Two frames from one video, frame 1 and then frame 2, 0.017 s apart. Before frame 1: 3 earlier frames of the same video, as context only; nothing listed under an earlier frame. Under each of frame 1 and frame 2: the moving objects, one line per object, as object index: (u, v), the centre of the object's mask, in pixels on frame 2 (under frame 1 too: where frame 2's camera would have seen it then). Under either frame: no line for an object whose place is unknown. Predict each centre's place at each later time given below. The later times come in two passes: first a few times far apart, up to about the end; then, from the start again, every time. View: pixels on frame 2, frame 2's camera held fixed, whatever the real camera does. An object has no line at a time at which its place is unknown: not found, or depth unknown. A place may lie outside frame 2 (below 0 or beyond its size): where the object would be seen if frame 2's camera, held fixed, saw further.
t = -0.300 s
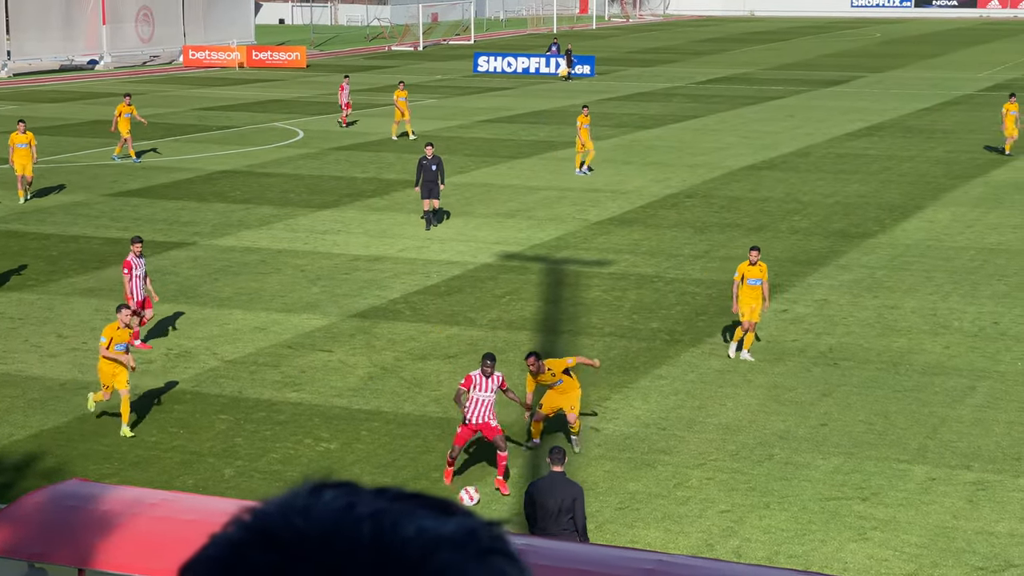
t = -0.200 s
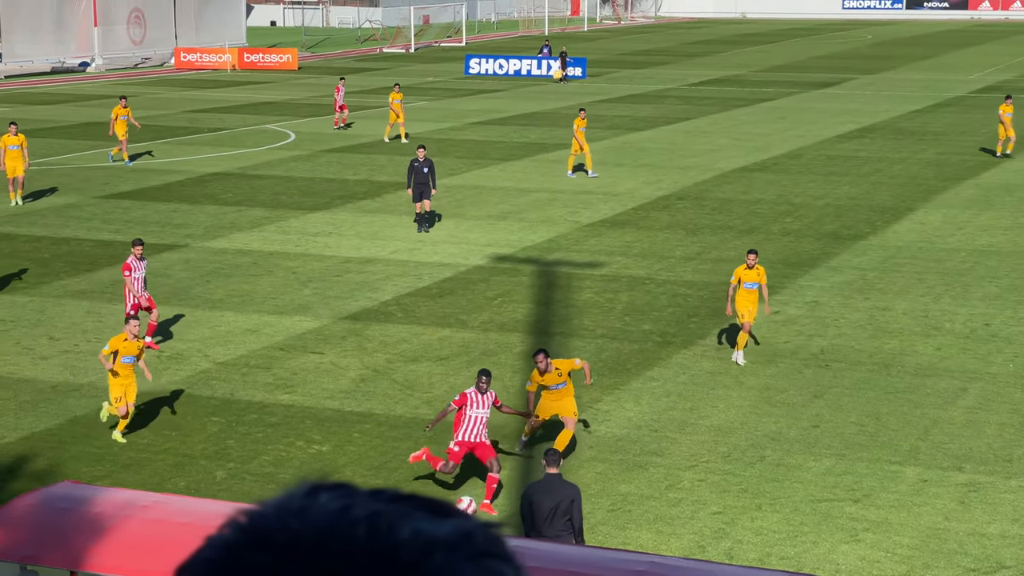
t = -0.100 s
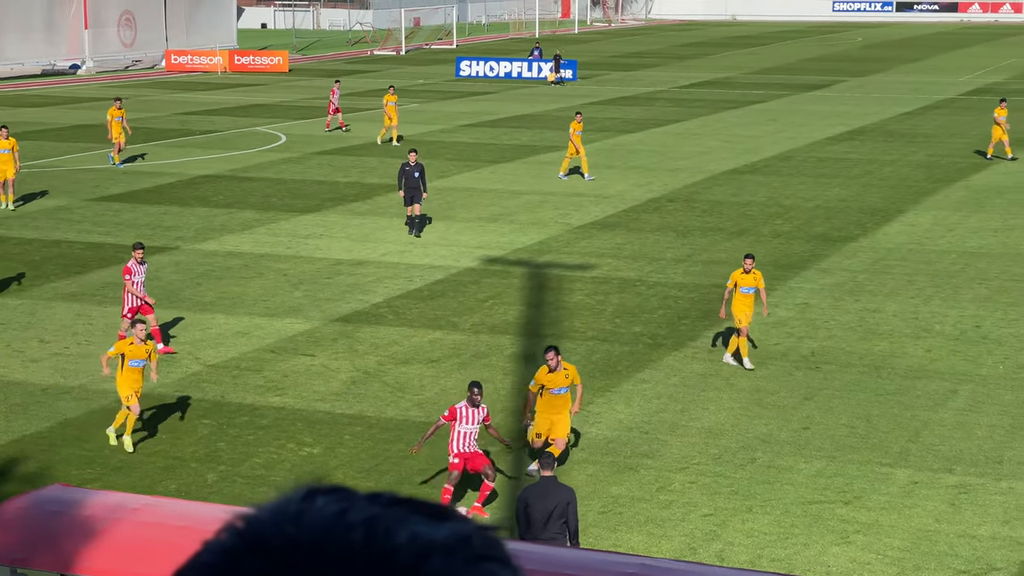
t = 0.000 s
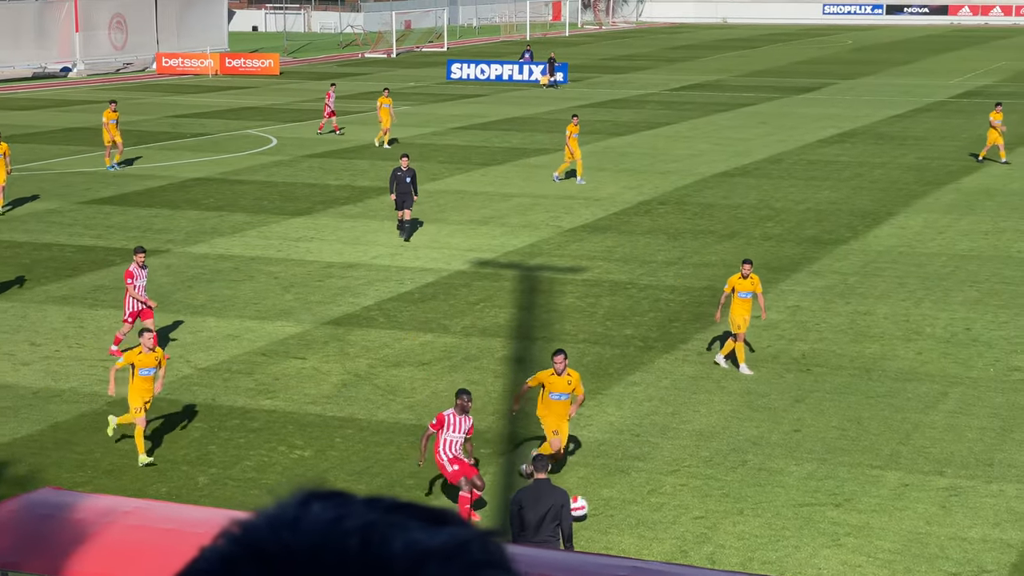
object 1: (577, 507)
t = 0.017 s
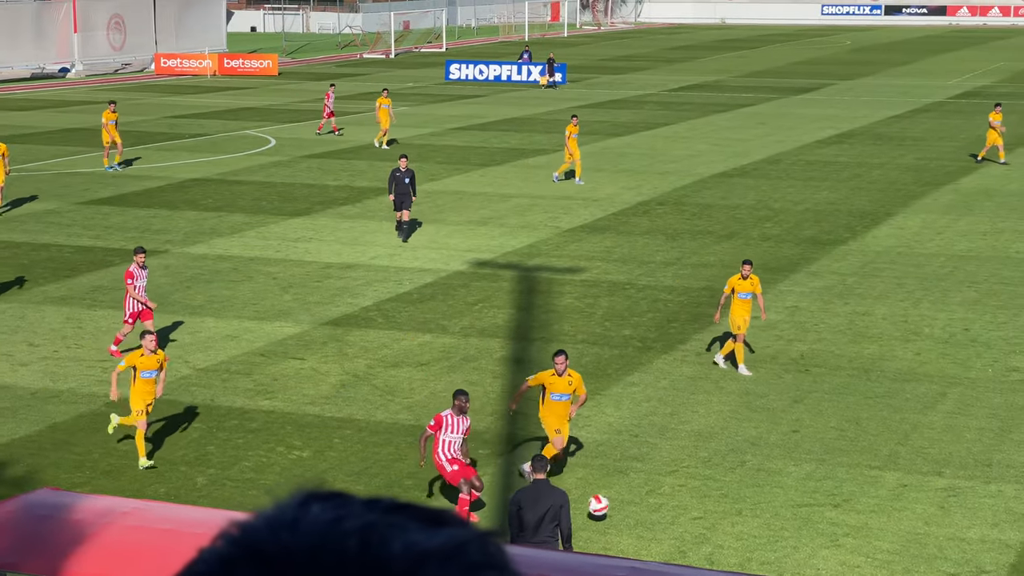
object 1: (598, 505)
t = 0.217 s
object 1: (846, 500)
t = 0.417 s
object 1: (1066, 498)
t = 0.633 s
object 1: (1275, 499)
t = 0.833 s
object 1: (1449, 489)
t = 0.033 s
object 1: (619, 503)
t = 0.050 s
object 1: (641, 502)
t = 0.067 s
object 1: (662, 501)
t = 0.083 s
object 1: (683, 500)
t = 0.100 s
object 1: (704, 499)
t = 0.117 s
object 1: (724, 498)
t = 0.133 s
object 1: (745, 498)
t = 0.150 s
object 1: (765, 498)
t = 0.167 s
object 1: (786, 498)
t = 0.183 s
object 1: (806, 498)
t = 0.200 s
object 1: (826, 499)
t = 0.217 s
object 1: (846, 500)
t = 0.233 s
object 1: (866, 500)
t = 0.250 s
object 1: (885, 501)
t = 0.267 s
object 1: (905, 502)
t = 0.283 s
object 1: (925, 504)
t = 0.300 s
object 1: (944, 505)
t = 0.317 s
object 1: (964, 507)
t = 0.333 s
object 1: (982, 508)
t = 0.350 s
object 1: (998, 506)
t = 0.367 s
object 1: (1016, 503)
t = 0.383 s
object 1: (1033, 501)
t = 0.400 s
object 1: (1049, 499)
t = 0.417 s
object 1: (1066, 498)
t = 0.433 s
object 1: (1083, 496)
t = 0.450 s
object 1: (1099, 495)
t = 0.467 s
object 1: (1116, 494)
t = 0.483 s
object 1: (1133, 493)
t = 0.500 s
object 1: (1150, 493)
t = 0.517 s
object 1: (1166, 493)
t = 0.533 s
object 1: (1183, 494)
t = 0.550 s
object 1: (1198, 494)
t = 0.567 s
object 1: (1213, 494)
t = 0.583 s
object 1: (1228, 495)
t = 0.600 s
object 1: (1243, 496)
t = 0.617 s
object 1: (1258, 498)
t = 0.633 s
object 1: (1275, 499)
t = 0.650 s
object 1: (1291, 501)
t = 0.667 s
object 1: (1307, 500)
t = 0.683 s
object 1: (1322, 498)
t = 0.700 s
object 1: (1338, 496)
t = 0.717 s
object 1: (1351, 494)
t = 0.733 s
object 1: (1365, 493)
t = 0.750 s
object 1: (1379, 492)
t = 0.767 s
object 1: (1393, 491)
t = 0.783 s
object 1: (1408, 490)
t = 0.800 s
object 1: (1422, 490)
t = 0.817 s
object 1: (1436, 489)
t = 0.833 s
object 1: (1449, 489)
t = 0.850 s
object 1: (1464, 490)
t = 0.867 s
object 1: (1477, 490)
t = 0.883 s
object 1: (1491, 490)
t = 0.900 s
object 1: (1505, 491)
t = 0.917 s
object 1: (1517, 492)
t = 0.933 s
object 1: (1531, 494)
